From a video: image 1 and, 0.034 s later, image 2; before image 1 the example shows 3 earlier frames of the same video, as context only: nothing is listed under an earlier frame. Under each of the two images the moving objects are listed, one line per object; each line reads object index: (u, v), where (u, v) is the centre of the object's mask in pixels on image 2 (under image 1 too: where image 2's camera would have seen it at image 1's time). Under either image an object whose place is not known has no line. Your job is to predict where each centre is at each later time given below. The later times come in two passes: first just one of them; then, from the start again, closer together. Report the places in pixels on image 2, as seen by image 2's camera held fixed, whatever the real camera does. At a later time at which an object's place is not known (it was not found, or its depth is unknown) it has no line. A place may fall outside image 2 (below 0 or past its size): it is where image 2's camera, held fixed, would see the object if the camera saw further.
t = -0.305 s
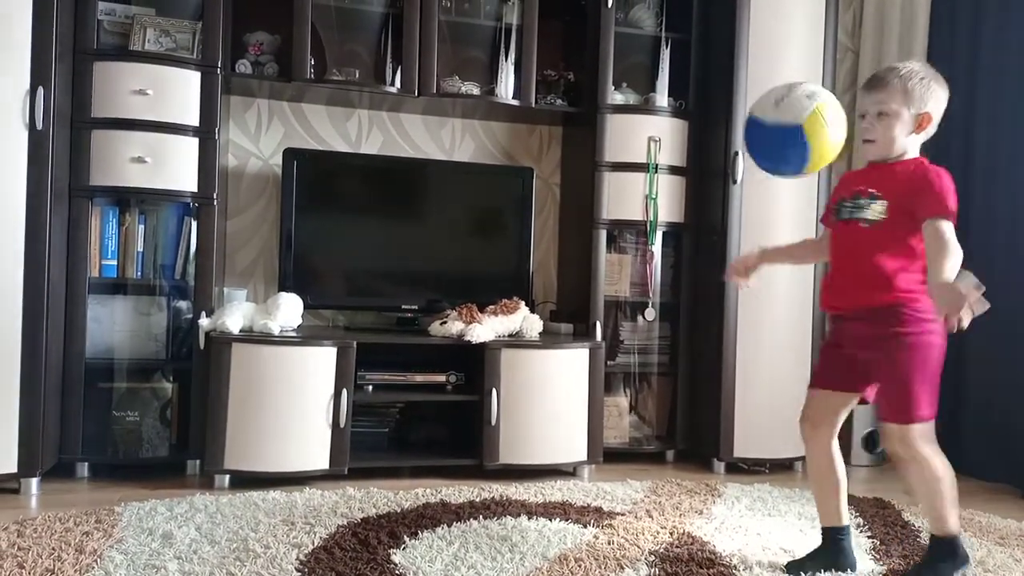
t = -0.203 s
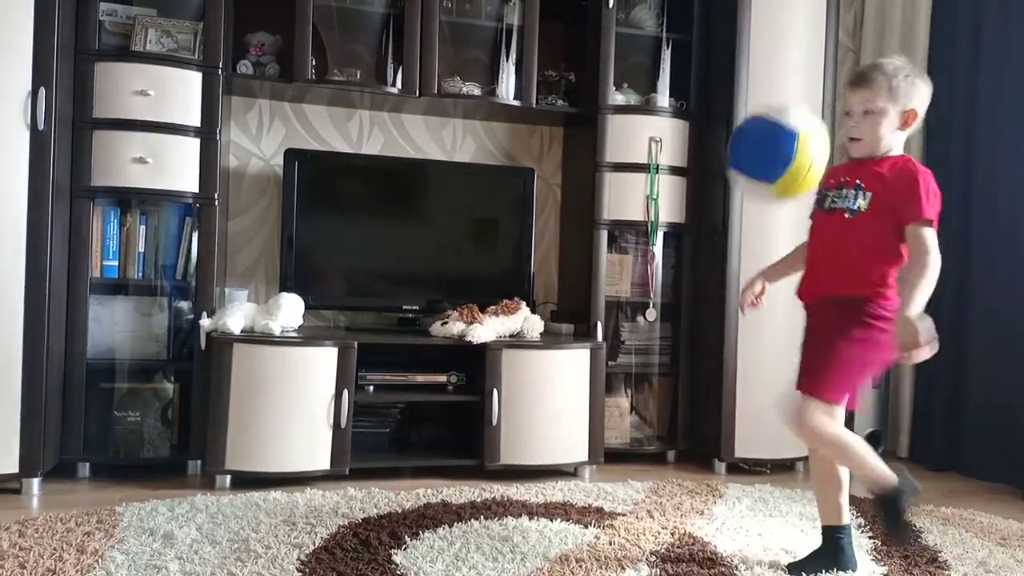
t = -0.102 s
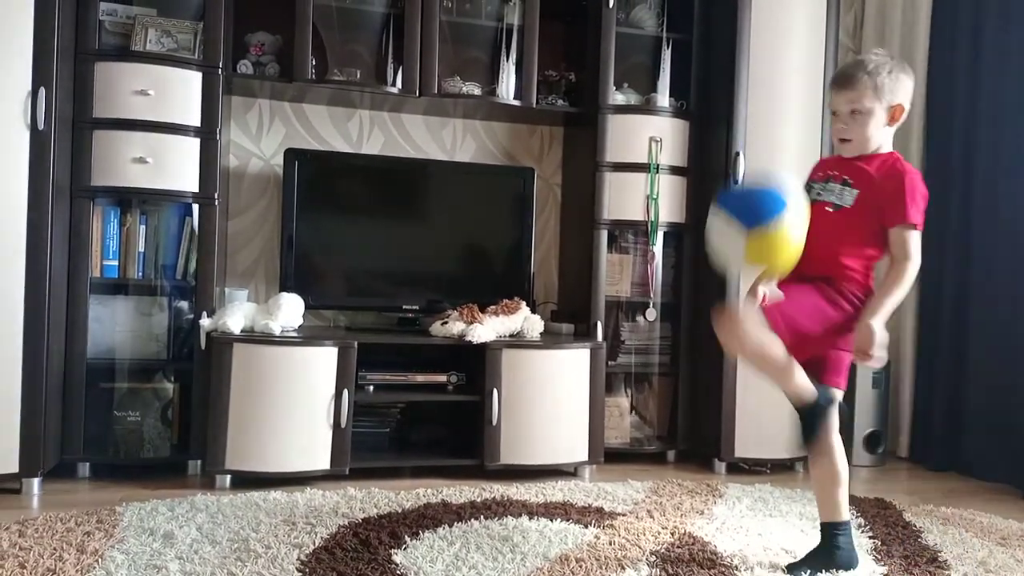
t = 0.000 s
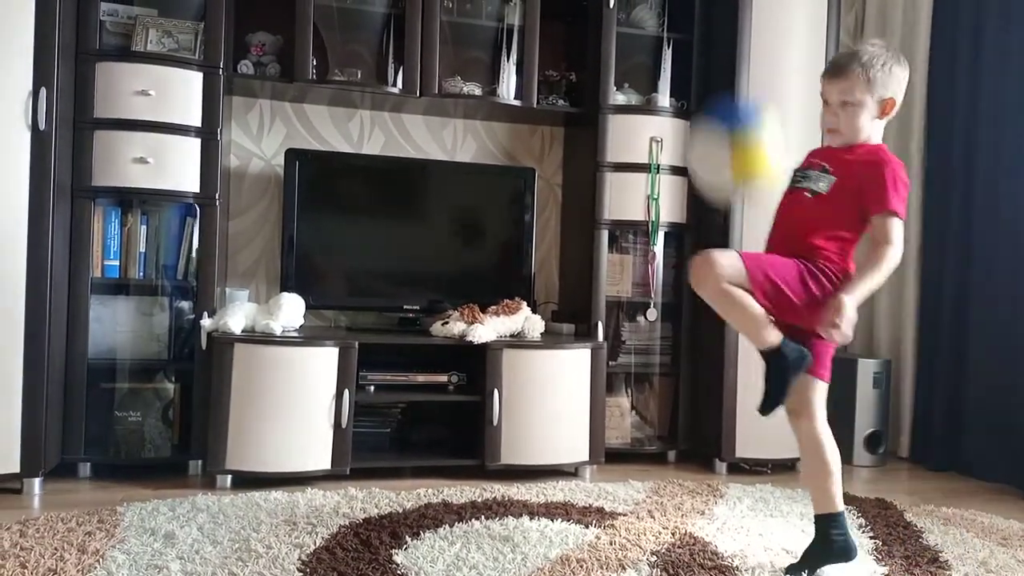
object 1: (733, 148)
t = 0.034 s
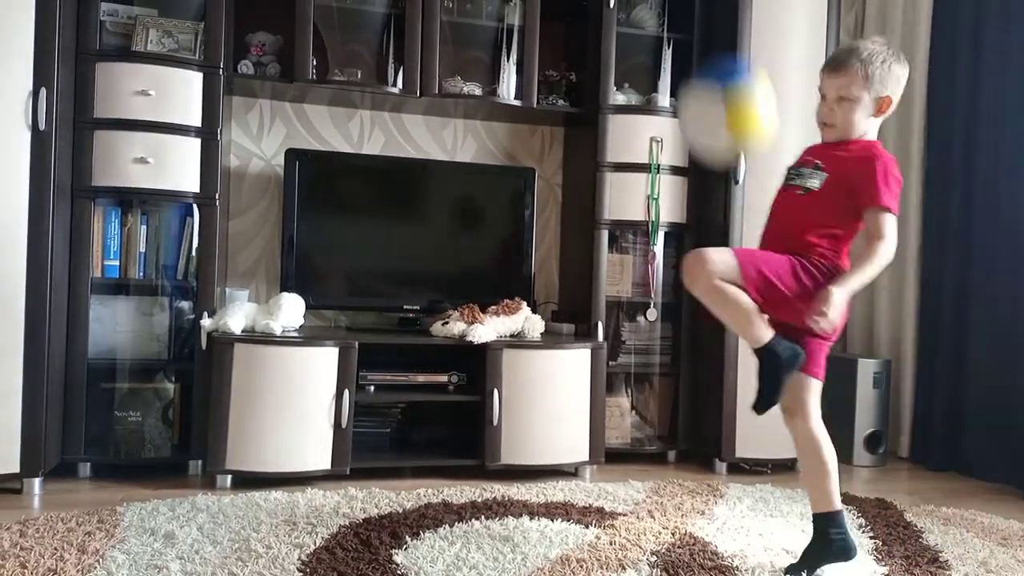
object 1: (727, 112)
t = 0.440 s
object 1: (619, 43)
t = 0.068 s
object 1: (720, 77)
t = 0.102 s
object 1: (712, 50)
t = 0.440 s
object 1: (619, 43)
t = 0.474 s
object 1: (609, 64)
